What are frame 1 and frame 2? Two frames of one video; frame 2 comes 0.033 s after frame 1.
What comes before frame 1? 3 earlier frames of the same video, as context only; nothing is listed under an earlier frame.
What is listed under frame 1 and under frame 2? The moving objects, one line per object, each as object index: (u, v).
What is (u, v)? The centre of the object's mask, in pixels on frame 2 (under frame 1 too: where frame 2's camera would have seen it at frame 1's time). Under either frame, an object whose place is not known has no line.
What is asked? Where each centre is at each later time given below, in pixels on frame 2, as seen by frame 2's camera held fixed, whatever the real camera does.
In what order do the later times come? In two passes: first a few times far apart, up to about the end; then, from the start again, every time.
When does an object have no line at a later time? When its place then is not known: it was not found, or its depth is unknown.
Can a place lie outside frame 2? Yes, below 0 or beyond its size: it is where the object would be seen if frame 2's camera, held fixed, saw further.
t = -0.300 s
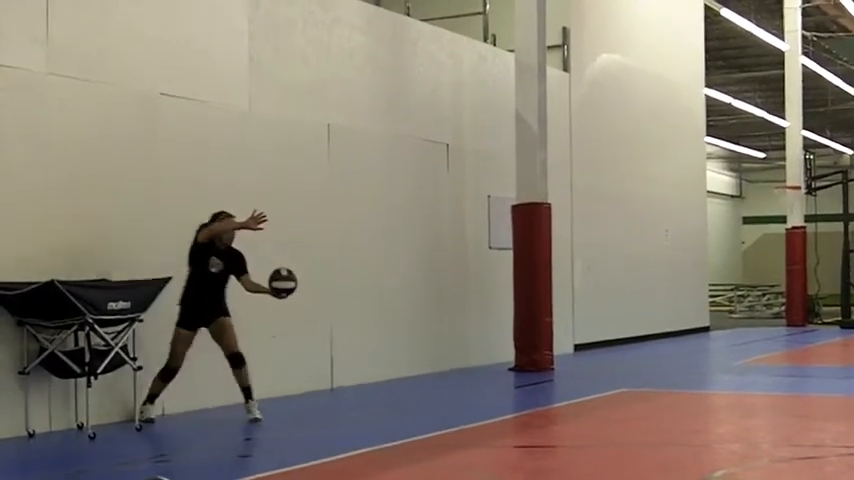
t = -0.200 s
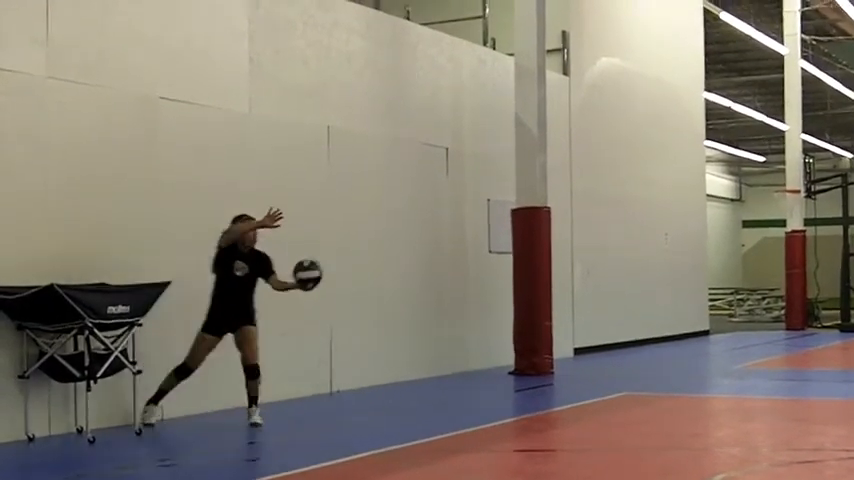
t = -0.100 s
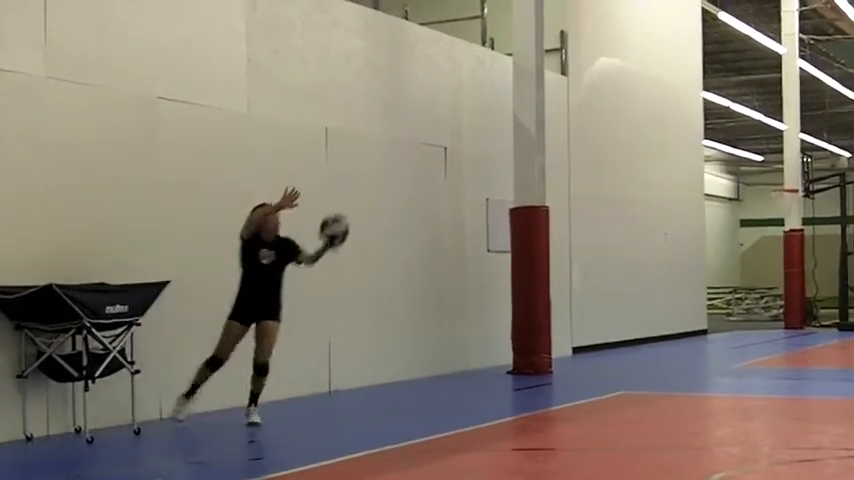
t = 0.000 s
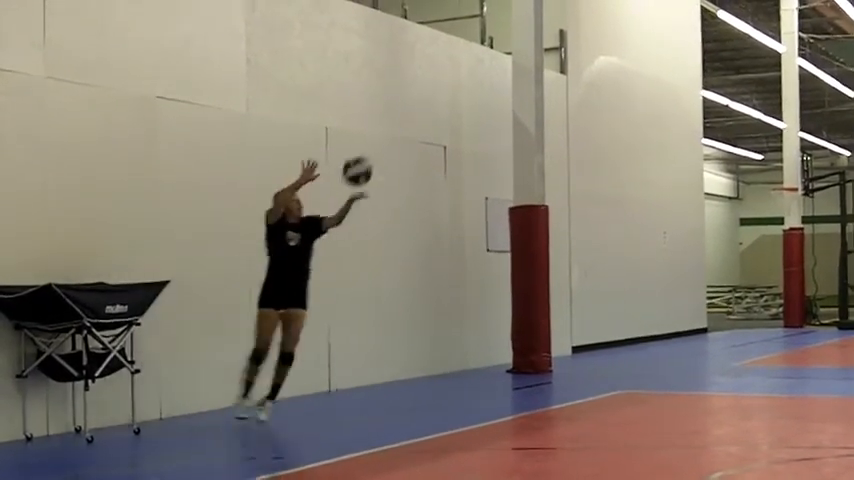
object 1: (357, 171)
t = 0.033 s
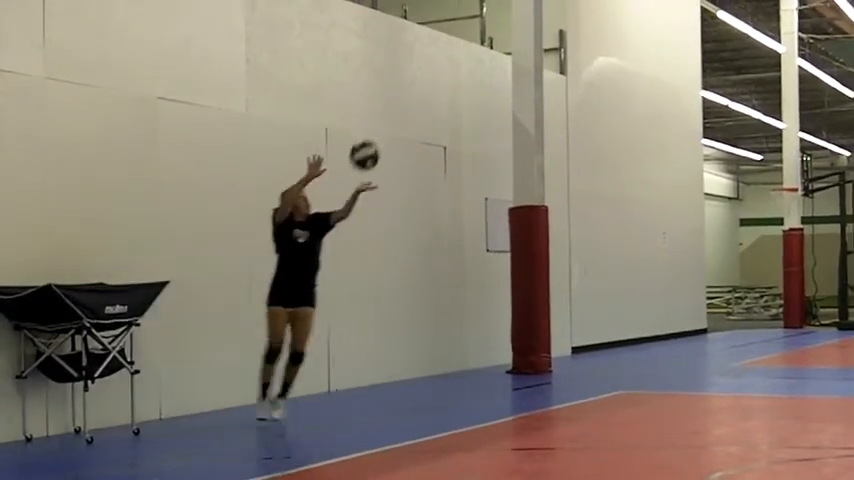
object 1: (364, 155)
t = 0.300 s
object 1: (425, 80)
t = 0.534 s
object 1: (480, 96)
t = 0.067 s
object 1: (372, 140)
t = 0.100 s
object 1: (379, 127)
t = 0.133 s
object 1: (387, 115)
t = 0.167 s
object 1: (395, 105)
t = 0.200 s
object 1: (402, 96)
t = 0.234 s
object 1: (410, 90)
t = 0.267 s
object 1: (417, 84)
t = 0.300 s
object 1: (425, 80)
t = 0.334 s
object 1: (433, 78)
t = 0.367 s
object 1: (441, 77)
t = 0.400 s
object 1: (449, 77)
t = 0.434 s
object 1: (456, 80)
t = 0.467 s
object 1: (464, 84)
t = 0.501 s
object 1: (472, 89)
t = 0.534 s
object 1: (480, 96)
